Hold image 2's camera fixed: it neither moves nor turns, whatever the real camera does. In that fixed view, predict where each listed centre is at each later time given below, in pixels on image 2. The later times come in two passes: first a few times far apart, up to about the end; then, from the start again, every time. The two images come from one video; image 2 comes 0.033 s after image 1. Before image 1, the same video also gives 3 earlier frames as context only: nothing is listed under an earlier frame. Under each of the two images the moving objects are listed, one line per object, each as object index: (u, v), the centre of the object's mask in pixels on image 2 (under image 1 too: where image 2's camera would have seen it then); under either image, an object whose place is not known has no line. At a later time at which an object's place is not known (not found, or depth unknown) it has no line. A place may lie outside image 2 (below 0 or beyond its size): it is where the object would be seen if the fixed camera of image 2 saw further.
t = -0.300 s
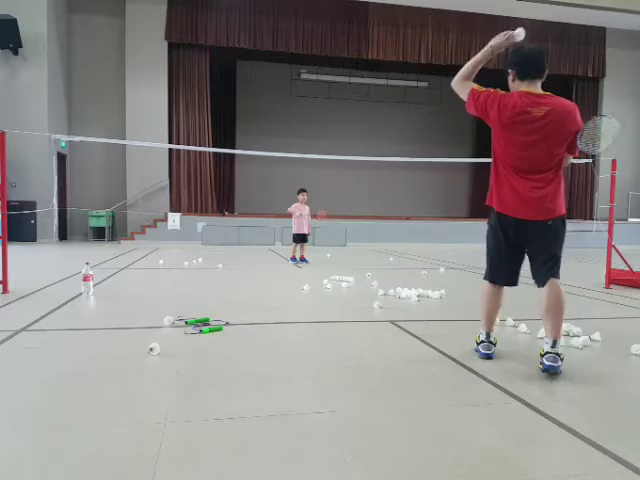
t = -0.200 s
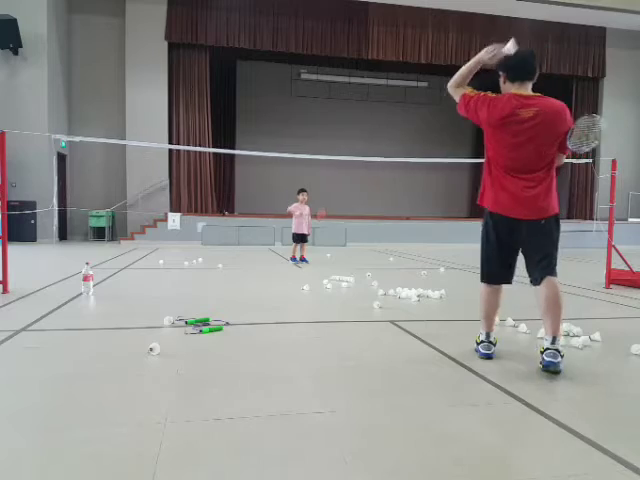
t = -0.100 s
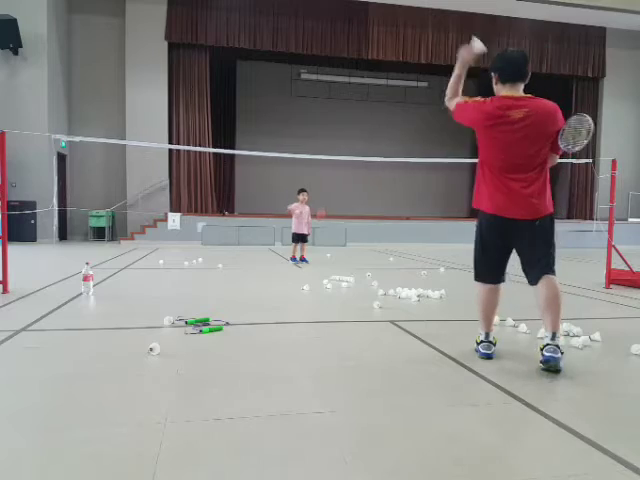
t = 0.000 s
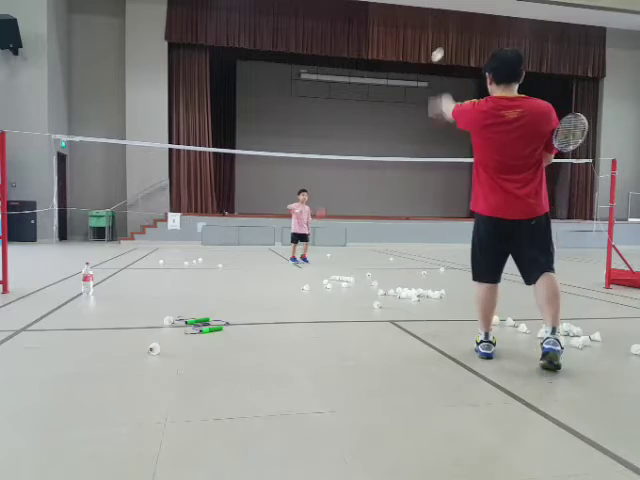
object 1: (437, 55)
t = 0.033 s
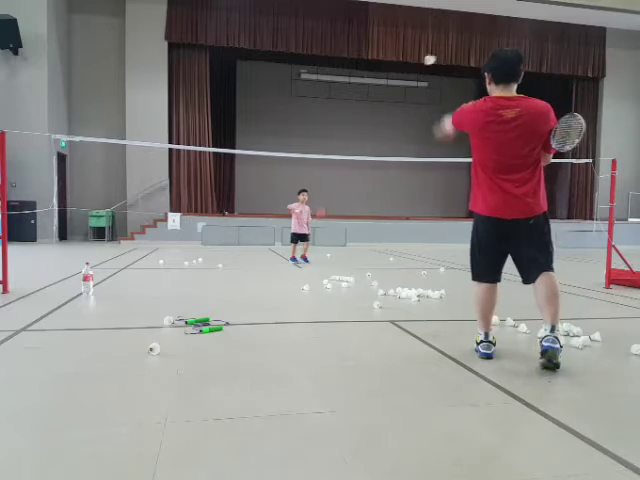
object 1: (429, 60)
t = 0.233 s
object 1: (399, 93)
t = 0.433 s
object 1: (384, 139)
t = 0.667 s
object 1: (375, 198)
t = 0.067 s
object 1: (422, 62)
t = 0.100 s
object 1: (414, 66)
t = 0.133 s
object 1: (409, 73)
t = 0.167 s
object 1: (406, 79)
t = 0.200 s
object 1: (402, 86)
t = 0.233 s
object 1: (399, 93)
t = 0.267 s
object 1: (396, 100)
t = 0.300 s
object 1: (393, 107)
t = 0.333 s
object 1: (390, 115)
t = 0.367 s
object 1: (388, 122)
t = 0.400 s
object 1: (386, 130)
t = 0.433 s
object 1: (384, 139)
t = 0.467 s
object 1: (382, 147)
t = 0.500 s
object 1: (381, 155)
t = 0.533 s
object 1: (379, 164)
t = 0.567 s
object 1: (378, 172)
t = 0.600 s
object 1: (377, 180)
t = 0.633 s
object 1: (376, 189)
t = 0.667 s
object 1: (375, 198)
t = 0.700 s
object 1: (374, 208)
